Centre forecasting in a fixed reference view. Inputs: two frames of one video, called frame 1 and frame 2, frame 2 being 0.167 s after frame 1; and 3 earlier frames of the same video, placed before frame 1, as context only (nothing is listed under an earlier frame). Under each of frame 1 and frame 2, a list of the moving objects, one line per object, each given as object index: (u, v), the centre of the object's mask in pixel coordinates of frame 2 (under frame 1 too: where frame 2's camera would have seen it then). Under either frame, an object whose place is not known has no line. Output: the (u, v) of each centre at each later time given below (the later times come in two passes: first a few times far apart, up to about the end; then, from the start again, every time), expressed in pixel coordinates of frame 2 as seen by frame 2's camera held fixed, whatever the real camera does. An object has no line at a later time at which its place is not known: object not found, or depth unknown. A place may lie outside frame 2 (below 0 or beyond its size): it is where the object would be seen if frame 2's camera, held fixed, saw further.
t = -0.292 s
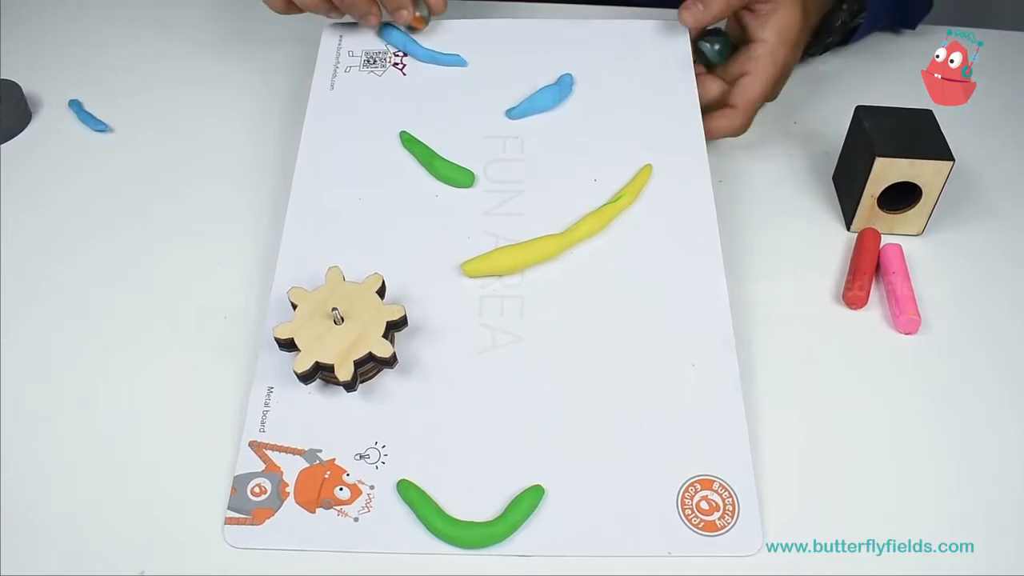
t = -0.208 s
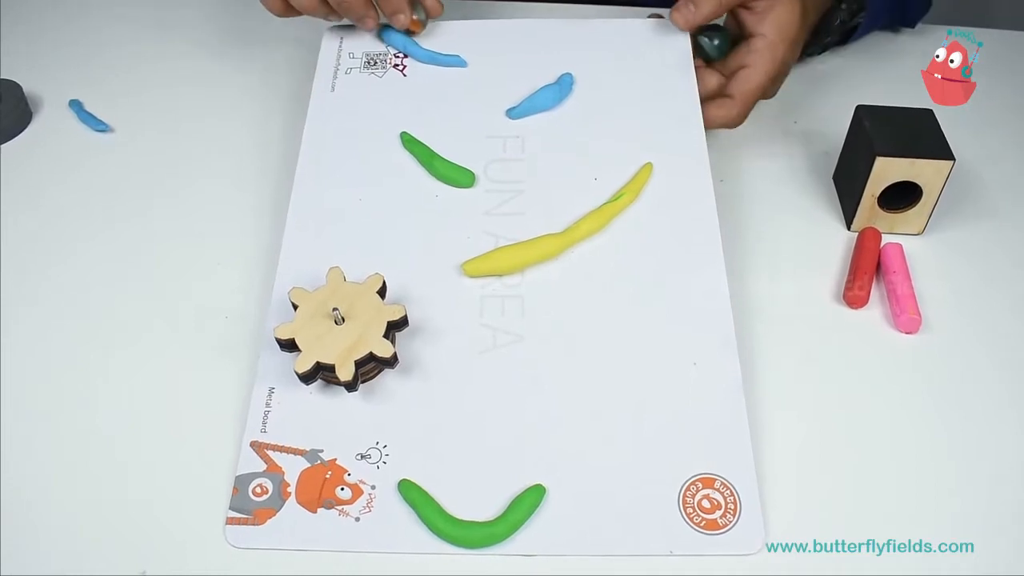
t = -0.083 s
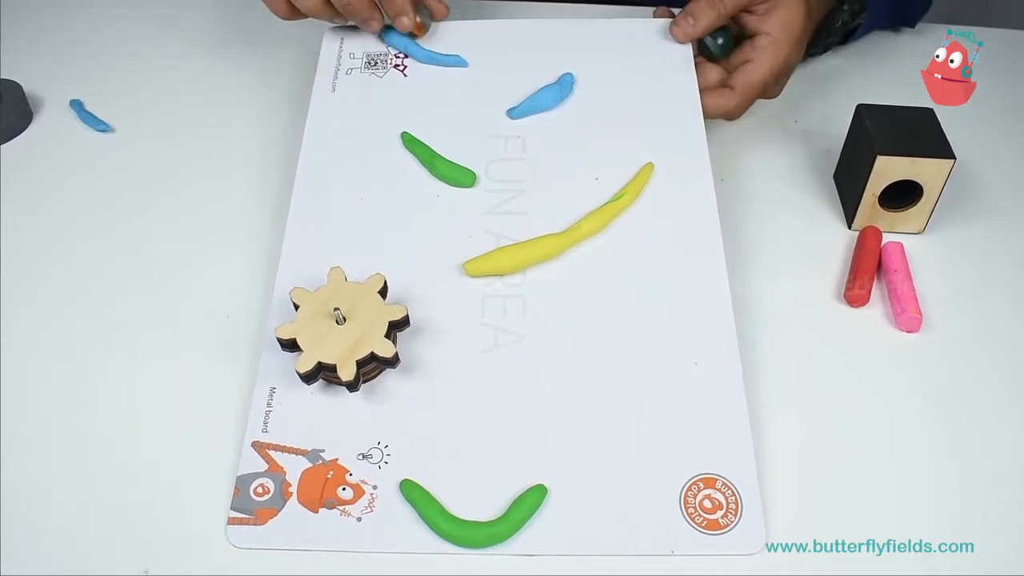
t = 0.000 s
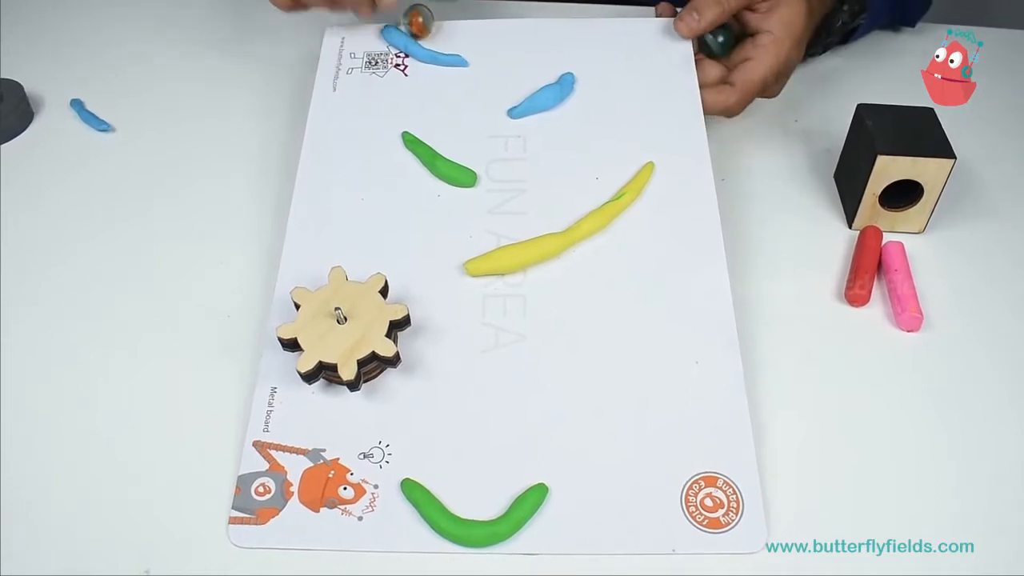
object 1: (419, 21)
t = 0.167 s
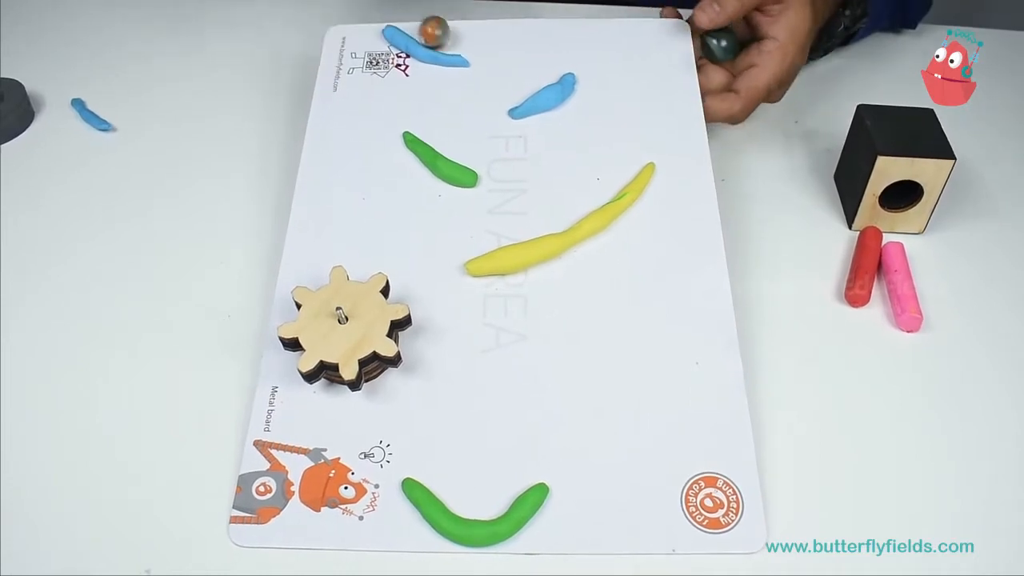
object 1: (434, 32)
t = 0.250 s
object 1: (455, 36)
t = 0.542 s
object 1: (501, 104)
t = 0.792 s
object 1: (489, 230)
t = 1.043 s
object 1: (404, 279)
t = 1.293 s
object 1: (429, 326)
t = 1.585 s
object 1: (471, 497)
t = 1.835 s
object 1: (481, 491)
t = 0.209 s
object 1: (443, 35)
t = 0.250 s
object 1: (455, 36)
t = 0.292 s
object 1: (466, 38)
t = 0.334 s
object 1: (475, 40)
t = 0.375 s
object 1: (483, 46)
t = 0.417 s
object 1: (490, 56)
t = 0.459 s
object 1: (496, 69)
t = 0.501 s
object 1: (503, 88)
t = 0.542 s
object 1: (501, 104)
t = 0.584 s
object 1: (494, 127)
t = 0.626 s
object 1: (487, 154)
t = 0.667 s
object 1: (493, 176)
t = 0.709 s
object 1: (497, 205)
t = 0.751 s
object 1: (498, 227)
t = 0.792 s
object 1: (489, 230)
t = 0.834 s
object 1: (478, 233)
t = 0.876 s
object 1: (463, 233)
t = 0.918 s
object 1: (448, 240)
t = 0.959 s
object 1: (432, 250)
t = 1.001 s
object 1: (415, 264)
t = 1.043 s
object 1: (404, 279)
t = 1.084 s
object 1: (408, 285)
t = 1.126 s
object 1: (412, 293)
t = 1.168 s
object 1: (416, 302)
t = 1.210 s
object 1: (420, 310)
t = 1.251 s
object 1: (424, 317)
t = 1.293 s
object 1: (429, 326)
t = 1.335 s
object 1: (435, 337)
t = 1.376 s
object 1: (445, 353)
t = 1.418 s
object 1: (451, 374)
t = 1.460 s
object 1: (457, 400)
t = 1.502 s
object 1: (461, 432)
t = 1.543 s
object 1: (464, 471)
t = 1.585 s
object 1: (471, 497)
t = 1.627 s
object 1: (487, 504)
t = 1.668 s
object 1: (501, 505)
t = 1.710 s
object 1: (508, 500)
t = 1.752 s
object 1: (507, 496)
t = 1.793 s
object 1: (498, 494)
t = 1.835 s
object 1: (481, 491)
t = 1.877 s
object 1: (463, 487)
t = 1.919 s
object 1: (455, 479)
